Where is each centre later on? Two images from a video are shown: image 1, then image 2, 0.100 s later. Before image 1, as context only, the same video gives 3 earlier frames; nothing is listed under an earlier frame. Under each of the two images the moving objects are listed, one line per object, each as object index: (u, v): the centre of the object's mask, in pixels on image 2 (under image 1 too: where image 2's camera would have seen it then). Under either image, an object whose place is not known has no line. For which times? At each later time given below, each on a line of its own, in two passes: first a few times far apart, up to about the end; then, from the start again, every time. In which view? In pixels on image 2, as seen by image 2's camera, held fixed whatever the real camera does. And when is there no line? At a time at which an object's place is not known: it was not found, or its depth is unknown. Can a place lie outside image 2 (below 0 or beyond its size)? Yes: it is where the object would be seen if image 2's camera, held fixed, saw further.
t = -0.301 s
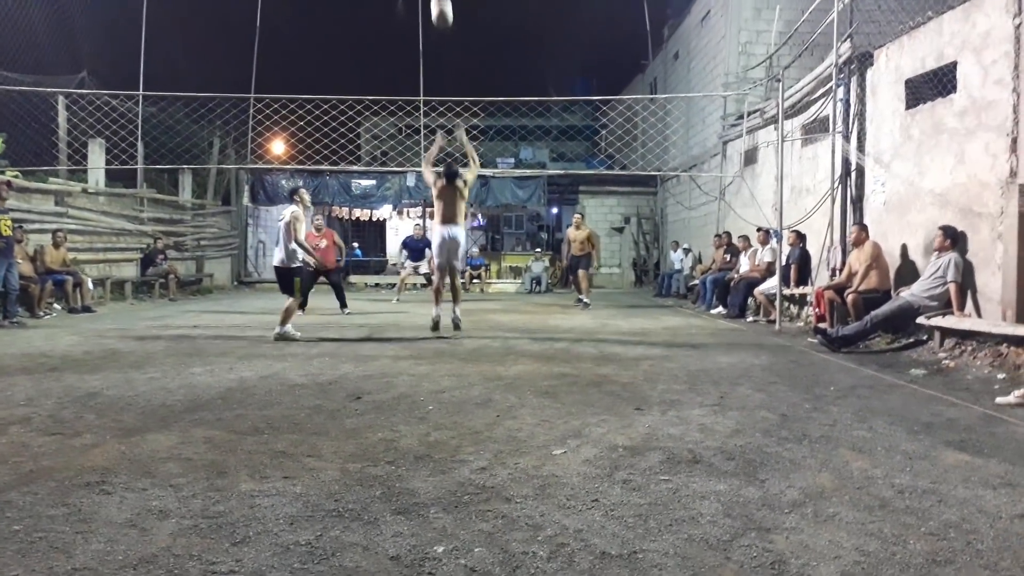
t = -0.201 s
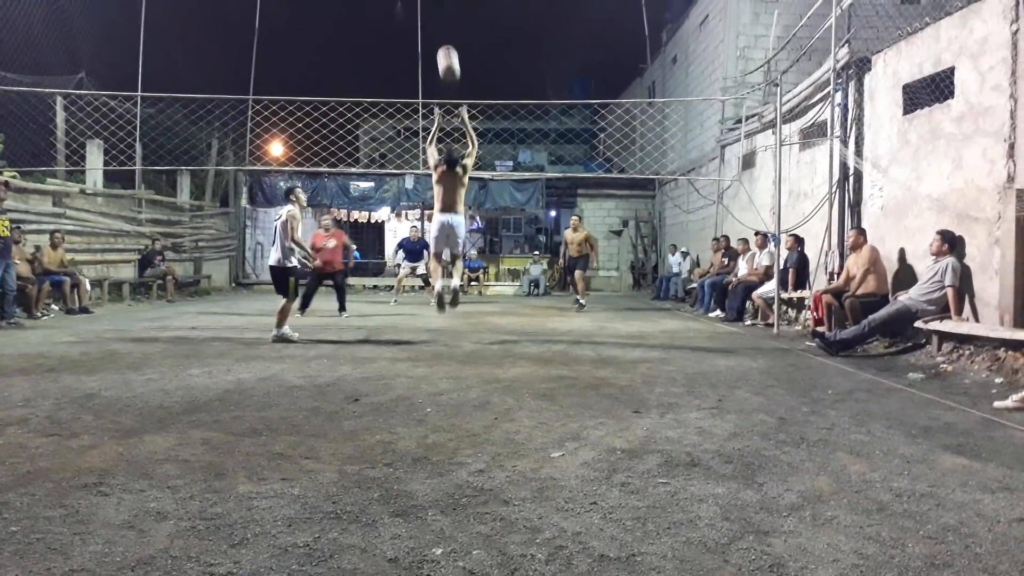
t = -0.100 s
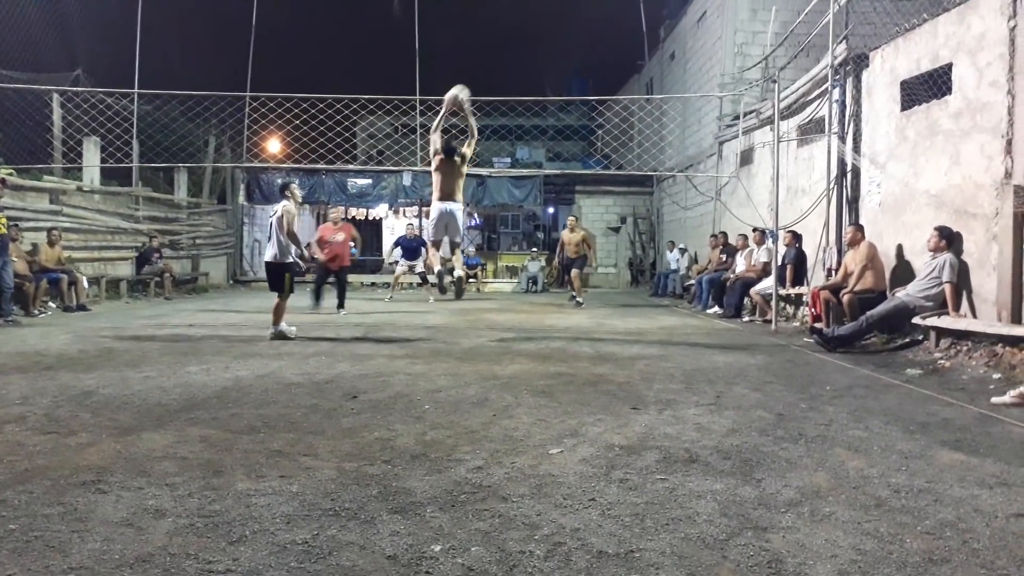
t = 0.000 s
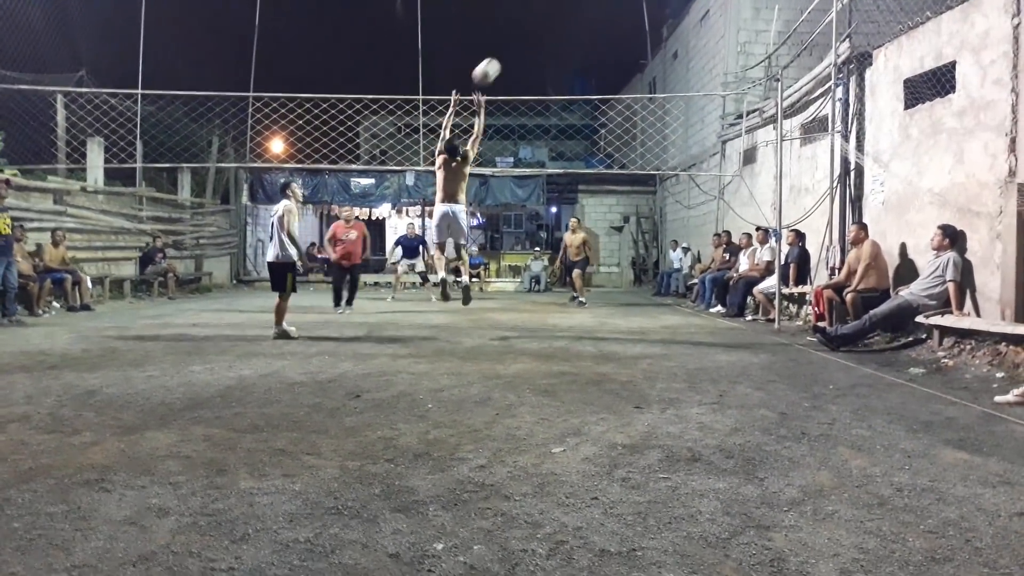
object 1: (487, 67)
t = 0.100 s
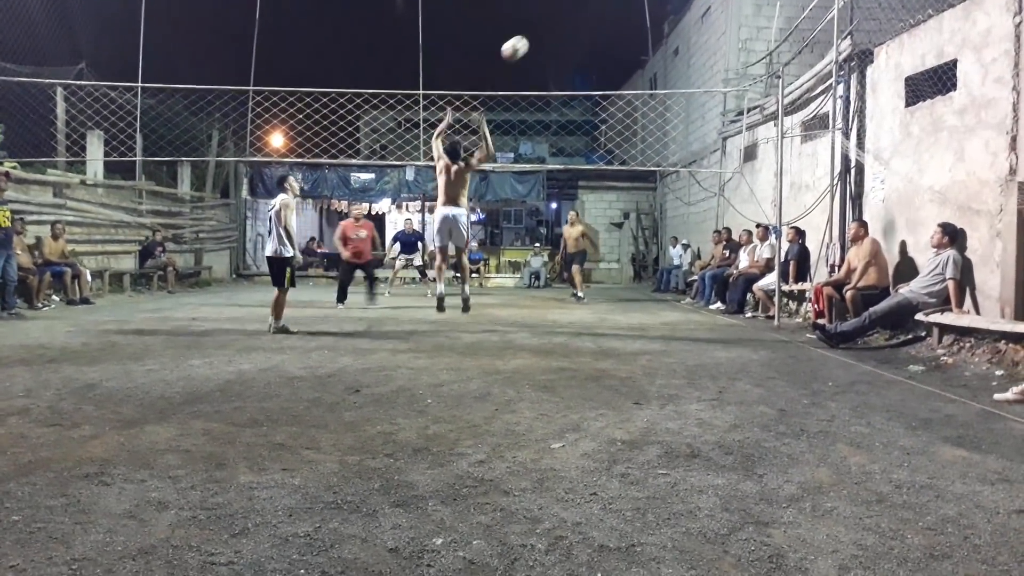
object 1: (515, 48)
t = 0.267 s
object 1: (558, 38)
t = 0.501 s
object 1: (610, 64)
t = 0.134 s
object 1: (524, 44)
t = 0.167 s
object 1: (533, 41)
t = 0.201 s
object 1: (541, 39)
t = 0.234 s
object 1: (550, 38)
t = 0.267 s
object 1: (558, 38)
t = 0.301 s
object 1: (566, 39)
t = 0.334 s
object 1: (574, 42)
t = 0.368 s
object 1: (582, 44)
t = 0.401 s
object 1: (589, 47)
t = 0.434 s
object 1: (596, 53)
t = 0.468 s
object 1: (604, 58)
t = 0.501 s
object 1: (610, 64)
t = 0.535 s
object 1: (617, 70)
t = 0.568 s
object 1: (623, 78)
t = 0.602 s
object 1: (629, 84)
